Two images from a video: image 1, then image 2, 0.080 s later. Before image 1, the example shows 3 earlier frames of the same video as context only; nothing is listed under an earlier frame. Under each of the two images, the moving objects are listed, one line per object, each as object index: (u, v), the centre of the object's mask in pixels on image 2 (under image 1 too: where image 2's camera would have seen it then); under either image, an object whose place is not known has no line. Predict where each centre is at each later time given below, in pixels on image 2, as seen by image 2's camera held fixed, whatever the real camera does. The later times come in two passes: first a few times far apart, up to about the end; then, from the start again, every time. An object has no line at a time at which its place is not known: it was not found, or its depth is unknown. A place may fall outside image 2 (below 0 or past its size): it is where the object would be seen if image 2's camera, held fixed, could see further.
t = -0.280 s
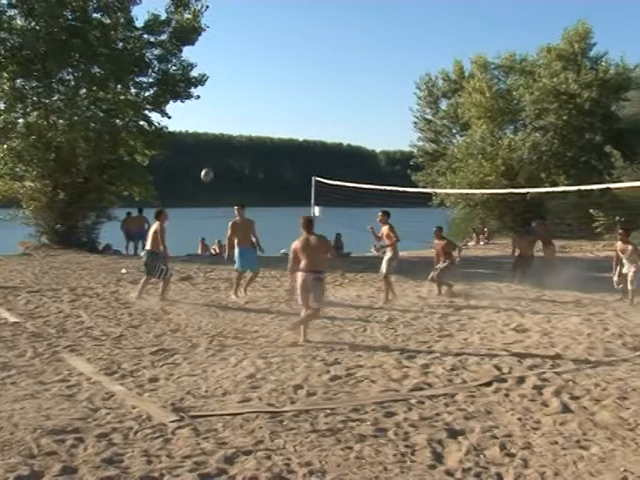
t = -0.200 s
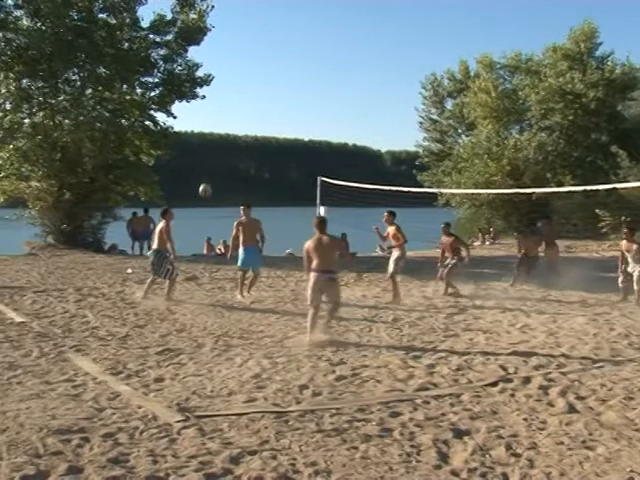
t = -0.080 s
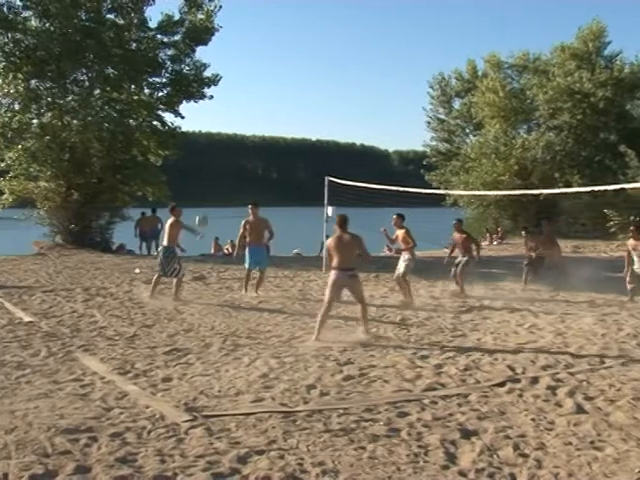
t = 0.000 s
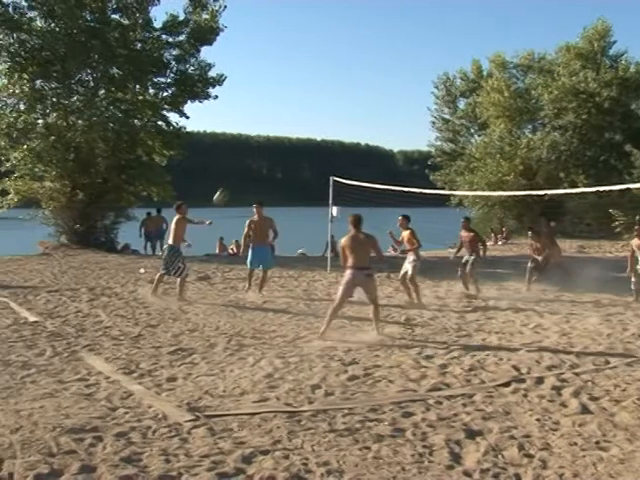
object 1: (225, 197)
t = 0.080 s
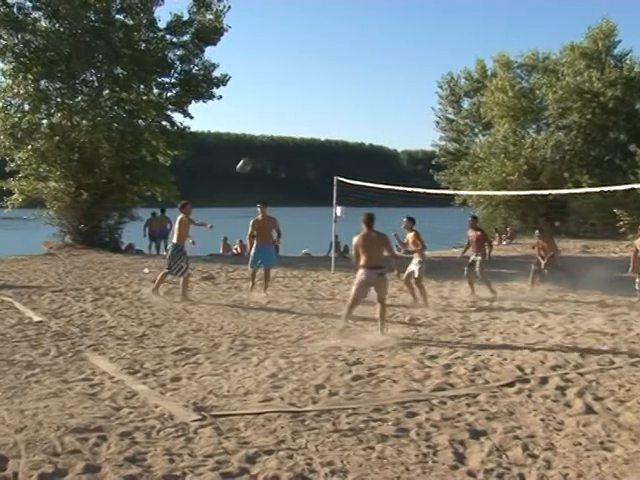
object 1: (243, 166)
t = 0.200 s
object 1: (273, 127)
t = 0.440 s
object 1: (328, 77)
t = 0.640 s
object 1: (372, 64)
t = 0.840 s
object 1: (414, 73)
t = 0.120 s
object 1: (253, 152)
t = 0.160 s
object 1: (260, 138)
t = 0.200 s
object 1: (273, 127)
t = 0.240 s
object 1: (282, 116)
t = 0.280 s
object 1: (292, 106)
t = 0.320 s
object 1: (301, 98)
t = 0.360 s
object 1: (310, 90)
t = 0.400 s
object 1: (319, 84)
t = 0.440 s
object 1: (328, 77)
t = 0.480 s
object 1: (337, 73)
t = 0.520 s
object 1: (345, 69)
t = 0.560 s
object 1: (355, 66)
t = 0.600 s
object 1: (363, 64)
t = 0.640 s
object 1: (372, 64)
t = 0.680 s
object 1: (381, 64)
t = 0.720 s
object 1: (389, 65)
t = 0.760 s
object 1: (398, 67)
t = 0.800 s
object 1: (406, 70)
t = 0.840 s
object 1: (414, 73)
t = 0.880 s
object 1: (422, 78)
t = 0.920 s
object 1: (429, 83)
